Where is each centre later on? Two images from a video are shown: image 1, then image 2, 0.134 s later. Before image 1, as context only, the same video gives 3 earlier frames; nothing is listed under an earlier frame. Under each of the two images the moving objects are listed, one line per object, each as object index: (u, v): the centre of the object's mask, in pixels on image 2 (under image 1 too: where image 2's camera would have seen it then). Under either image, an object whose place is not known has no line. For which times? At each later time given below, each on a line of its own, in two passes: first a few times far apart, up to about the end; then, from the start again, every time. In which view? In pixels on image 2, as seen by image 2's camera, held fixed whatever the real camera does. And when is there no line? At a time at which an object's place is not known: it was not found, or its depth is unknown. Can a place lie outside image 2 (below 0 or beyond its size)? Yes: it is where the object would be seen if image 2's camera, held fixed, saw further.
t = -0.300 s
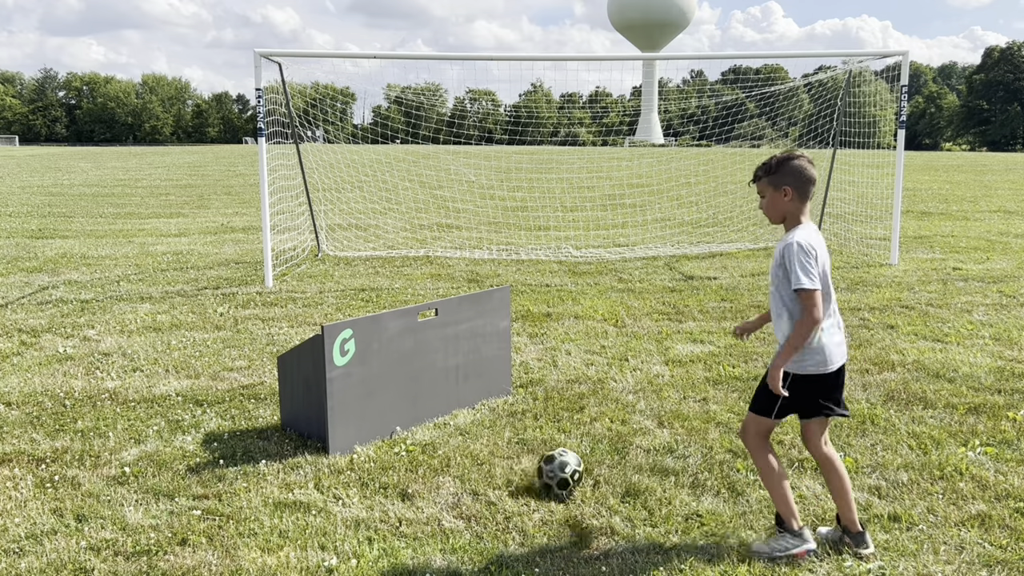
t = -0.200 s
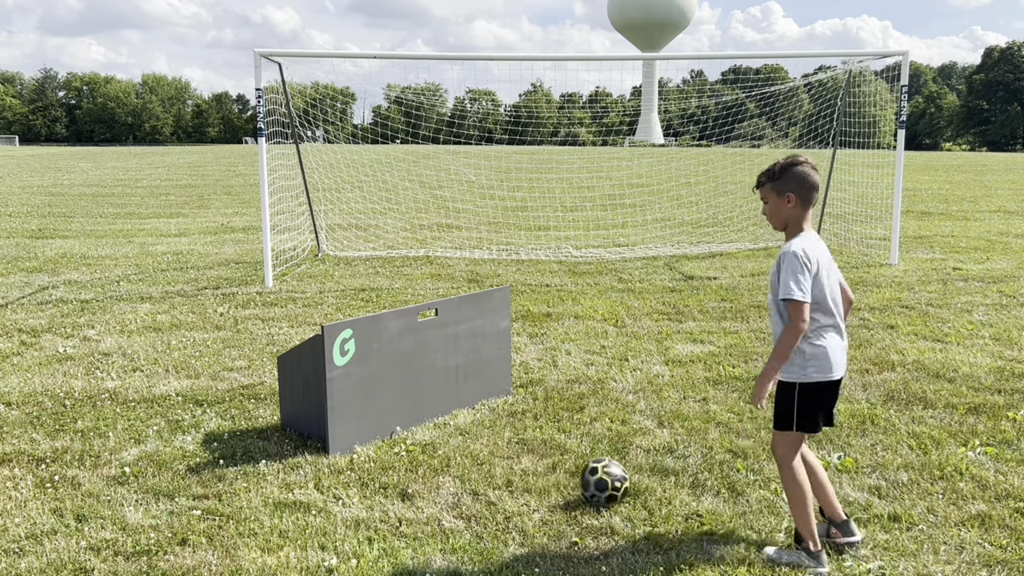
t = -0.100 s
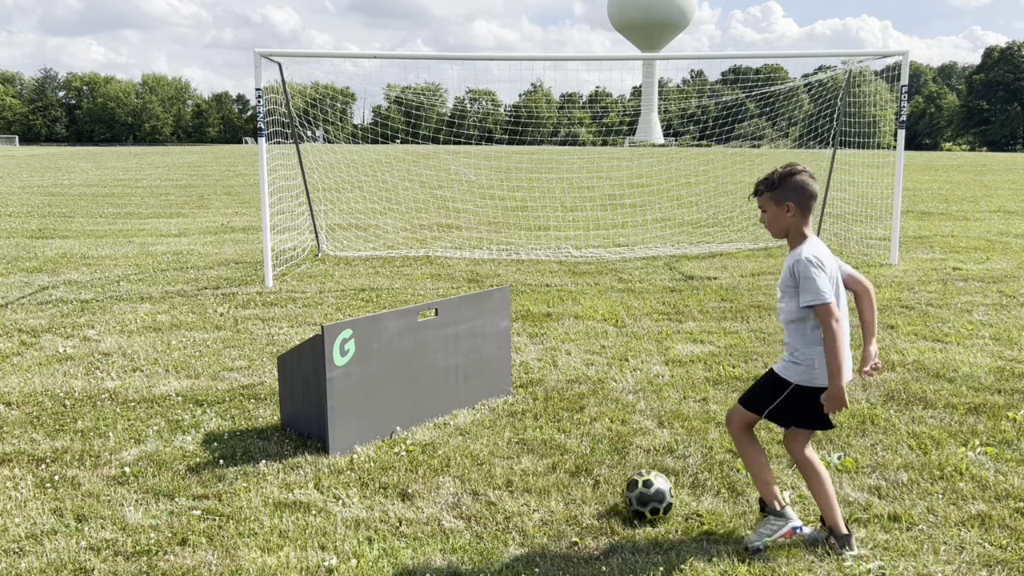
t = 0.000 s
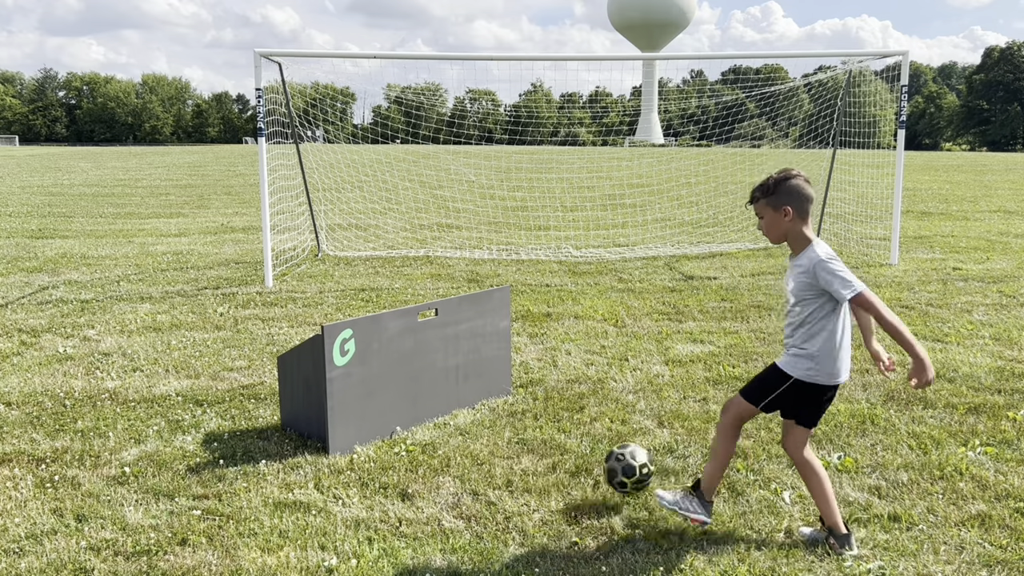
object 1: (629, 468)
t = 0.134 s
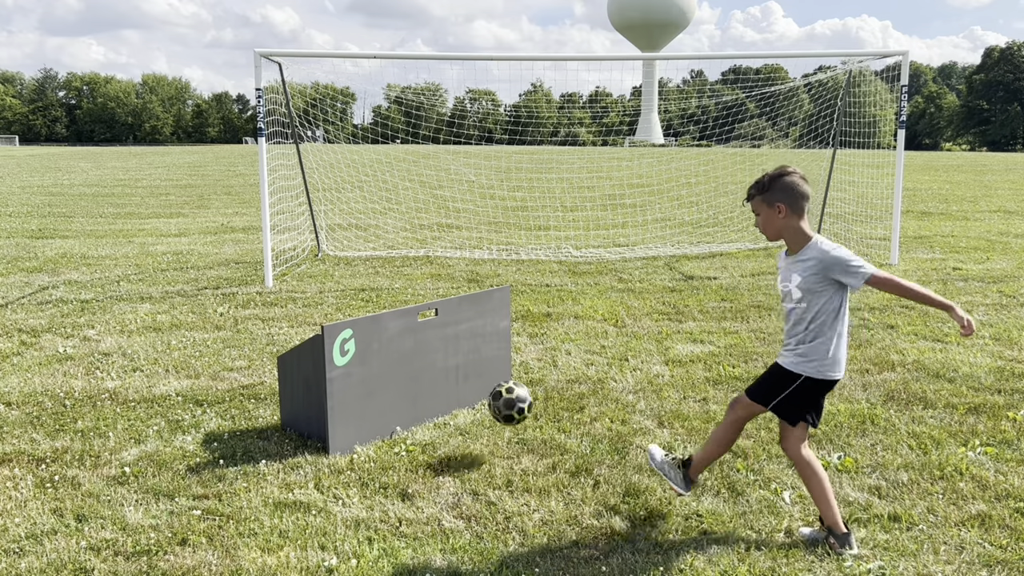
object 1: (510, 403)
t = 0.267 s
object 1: (426, 391)
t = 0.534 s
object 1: (528, 426)
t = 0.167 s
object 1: (484, 395)
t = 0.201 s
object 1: (460, 390)
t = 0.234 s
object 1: (437, 387)
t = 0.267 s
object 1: (426, 391)
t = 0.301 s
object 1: (441, 406)
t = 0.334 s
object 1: (457, 425)
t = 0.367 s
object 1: (470, 429)
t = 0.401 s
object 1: (482, 425)
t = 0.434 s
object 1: (494, 421)
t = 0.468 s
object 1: (505, 420)
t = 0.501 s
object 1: (516, 422)
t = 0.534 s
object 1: (528, 426)
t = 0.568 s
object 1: (541, 432)
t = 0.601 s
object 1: (553, 442)
